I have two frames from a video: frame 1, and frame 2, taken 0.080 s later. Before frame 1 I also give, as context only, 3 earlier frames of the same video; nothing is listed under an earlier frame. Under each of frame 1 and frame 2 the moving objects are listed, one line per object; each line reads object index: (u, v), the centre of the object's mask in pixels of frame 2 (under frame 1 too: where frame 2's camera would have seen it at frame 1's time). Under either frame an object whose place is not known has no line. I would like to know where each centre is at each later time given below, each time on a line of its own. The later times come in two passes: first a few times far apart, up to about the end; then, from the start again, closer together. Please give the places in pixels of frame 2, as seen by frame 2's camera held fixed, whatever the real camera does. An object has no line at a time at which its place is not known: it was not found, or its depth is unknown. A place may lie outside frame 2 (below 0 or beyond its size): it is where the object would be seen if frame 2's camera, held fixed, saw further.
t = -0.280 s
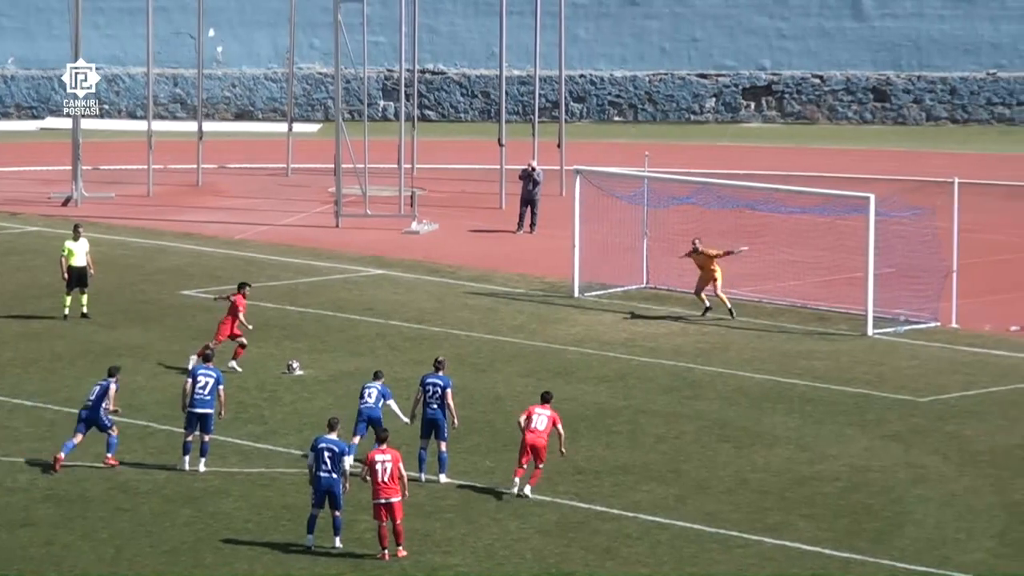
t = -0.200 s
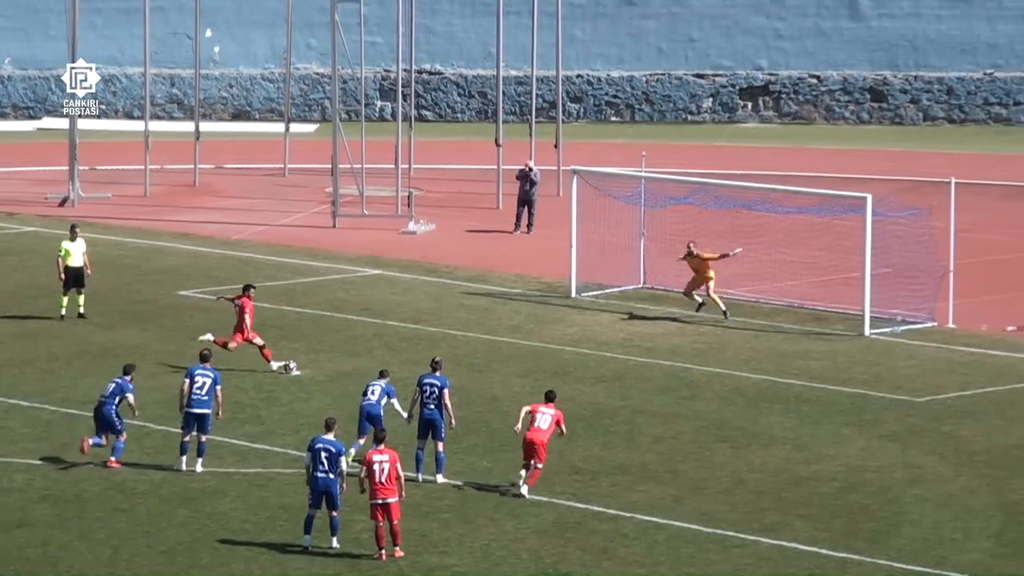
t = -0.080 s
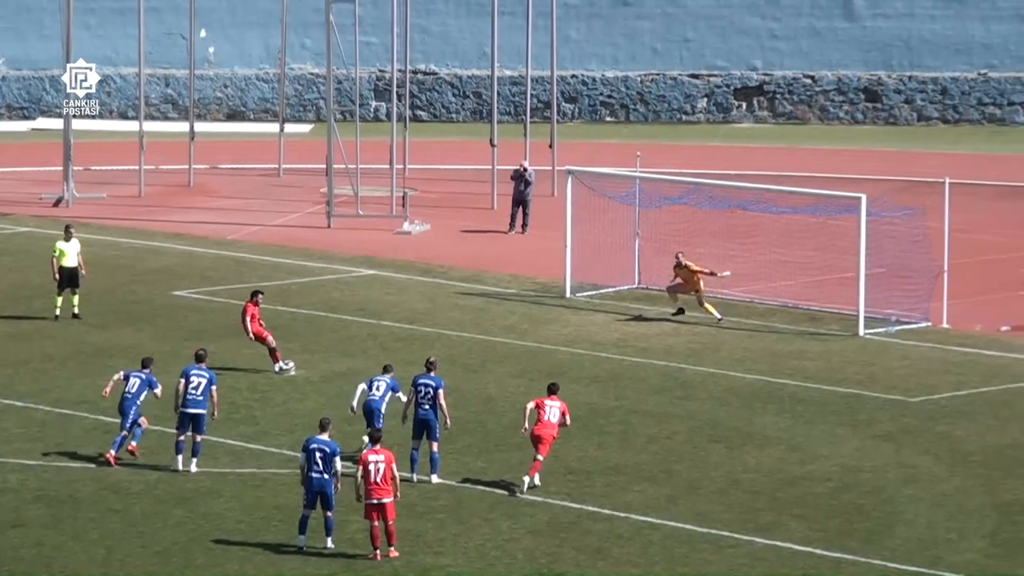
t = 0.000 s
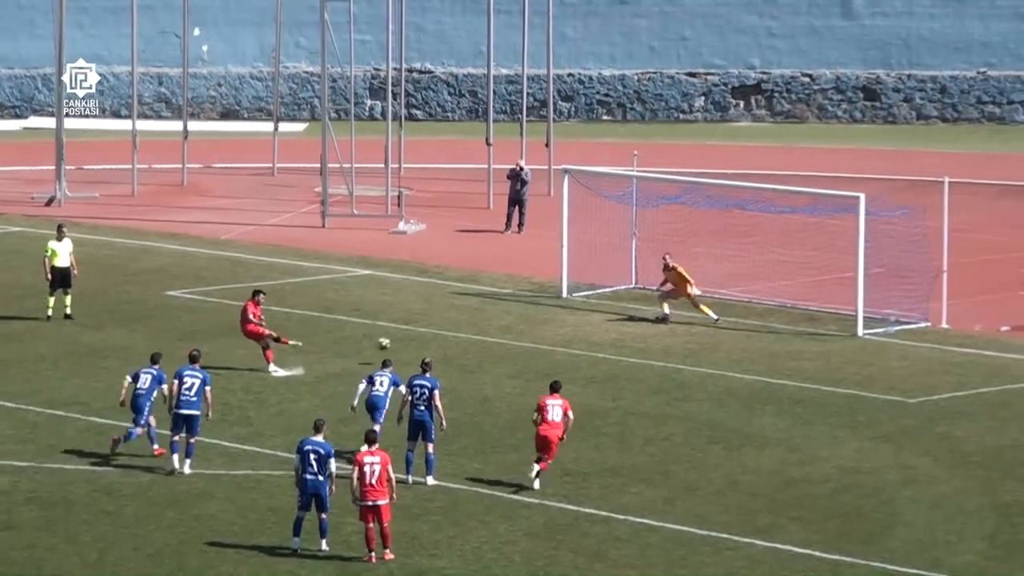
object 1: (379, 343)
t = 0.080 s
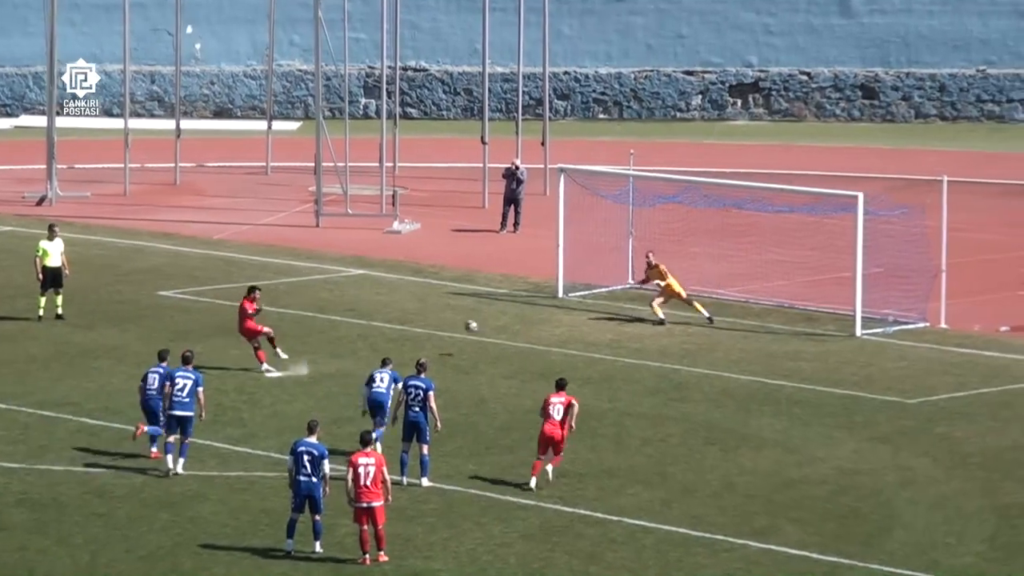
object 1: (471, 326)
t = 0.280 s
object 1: (675, 306)
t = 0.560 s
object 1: (868, 278)
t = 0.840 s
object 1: (878, 228)
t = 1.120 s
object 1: (872, 217)
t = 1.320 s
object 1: (866, 236)
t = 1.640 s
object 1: (863, 302)
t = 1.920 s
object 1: (868, 294)
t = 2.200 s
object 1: (877, 276)
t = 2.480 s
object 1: (887, 302)
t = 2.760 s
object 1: (899, 296)
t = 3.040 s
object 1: (899, 299)
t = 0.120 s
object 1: (515, 320)
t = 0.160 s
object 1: (557, 315)
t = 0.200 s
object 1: (598, 310)
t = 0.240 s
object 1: (638, 309)
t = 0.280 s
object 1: (675, 306)
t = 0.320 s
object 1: (712, 306)
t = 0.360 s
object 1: (747, 307)
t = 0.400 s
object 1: (781, 309)
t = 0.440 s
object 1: (814, 310)
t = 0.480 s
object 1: (836, 299)
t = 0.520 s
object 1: (856, 289)
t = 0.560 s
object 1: (868, 278)
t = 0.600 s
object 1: (876, 269)
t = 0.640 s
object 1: (881, 260)
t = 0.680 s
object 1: (882, 252)
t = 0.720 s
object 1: (881, 245)
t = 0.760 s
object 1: (881, 239)
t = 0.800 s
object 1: (880, 233)
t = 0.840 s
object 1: (878, 228)
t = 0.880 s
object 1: (878, 223)
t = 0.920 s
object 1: (876, 221)
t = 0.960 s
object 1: (876, 219)
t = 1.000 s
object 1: (875, 217)
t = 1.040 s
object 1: (874, 216)
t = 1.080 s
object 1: (873, 217)
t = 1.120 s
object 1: (872, 217)
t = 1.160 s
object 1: (871, 220)
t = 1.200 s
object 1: (869, 223)
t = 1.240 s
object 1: (870, 226)
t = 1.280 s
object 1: (867, 231)
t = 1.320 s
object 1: (866, 236)
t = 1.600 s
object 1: (863, 292)
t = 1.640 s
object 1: (863, 302)
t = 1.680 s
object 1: (862, 313)
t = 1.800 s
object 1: (864, 313)
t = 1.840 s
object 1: (865, 307)
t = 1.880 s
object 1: (866, 299)
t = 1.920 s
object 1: (868, 294)
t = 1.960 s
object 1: (869, 289)
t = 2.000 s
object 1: (870, 285)
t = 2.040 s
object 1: (871, 281)
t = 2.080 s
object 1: (873, 278)
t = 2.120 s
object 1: (875, 277)
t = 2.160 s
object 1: (876, 276)
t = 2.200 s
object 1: (877, 276)
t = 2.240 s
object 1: (879, 278)
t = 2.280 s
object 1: (880, 280)
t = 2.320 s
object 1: (881, 282)
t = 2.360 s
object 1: (883, 286)
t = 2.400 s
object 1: (884, 290)
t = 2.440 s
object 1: (886, 296)
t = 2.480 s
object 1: (887, 302)
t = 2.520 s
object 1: (889, 309)
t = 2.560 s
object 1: (890, 314)
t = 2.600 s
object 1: (892, 309)
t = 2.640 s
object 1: (893, 303)
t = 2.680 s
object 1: (896, 301)
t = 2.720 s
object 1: (897, 297)
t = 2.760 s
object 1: (899, 296)
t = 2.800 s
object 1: (900, 295)
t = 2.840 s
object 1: (900, 293)
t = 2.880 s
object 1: (901, 293)
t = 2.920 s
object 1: (900, 294)
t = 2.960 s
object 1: (900, 295)
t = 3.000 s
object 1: (899, 297)
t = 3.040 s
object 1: (899, 299)
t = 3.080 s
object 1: (897, 302)
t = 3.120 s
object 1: (895, 304)
